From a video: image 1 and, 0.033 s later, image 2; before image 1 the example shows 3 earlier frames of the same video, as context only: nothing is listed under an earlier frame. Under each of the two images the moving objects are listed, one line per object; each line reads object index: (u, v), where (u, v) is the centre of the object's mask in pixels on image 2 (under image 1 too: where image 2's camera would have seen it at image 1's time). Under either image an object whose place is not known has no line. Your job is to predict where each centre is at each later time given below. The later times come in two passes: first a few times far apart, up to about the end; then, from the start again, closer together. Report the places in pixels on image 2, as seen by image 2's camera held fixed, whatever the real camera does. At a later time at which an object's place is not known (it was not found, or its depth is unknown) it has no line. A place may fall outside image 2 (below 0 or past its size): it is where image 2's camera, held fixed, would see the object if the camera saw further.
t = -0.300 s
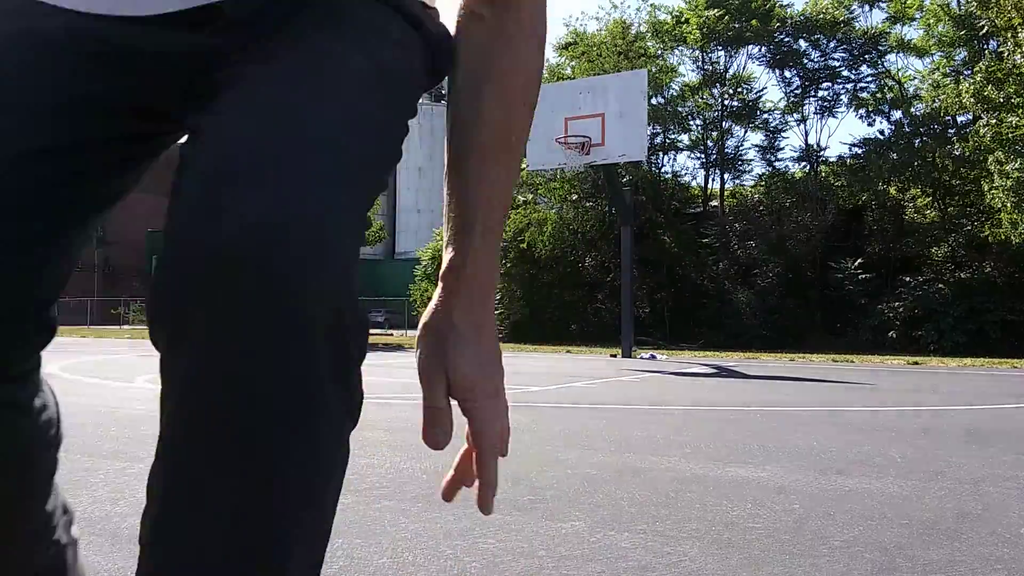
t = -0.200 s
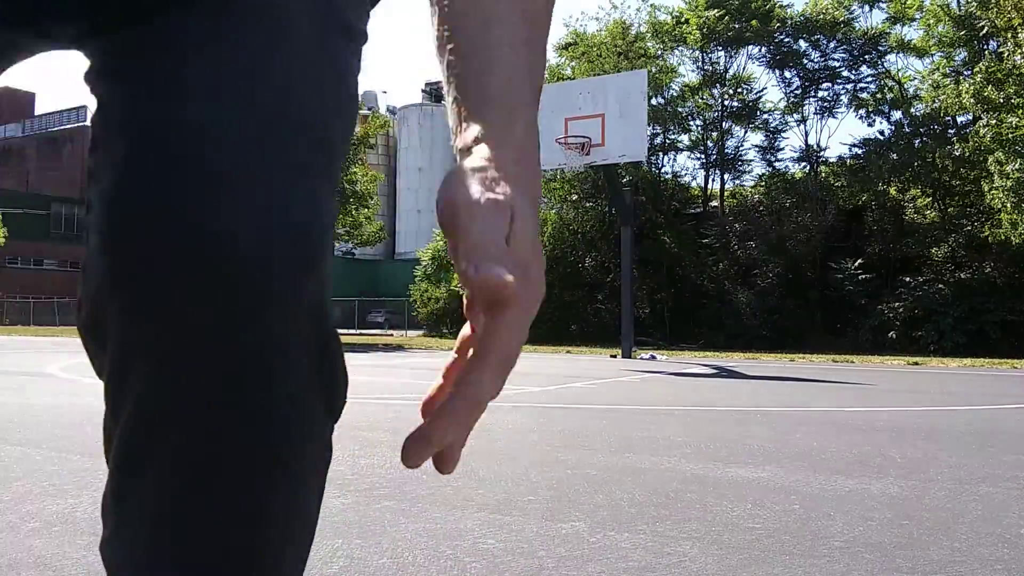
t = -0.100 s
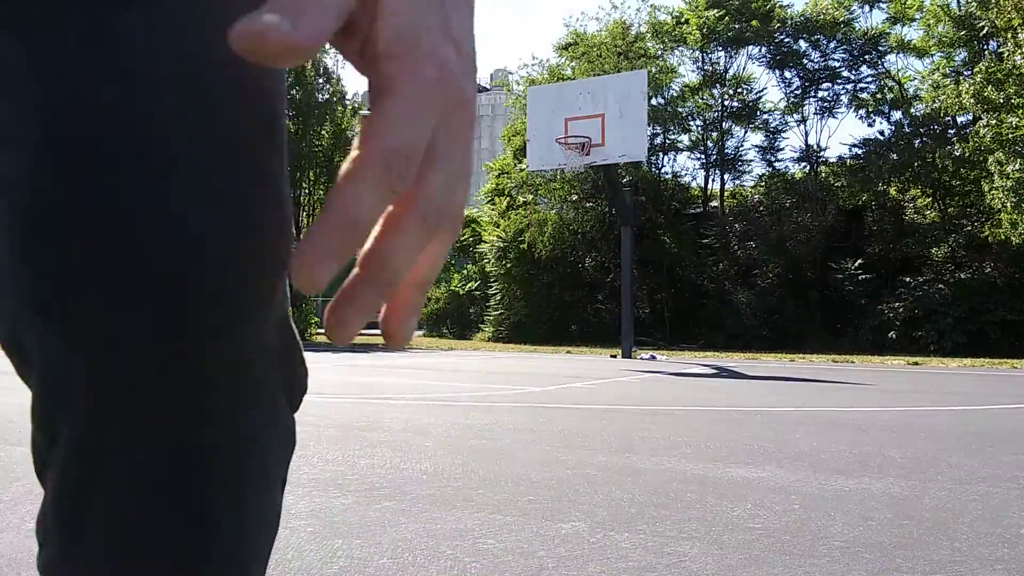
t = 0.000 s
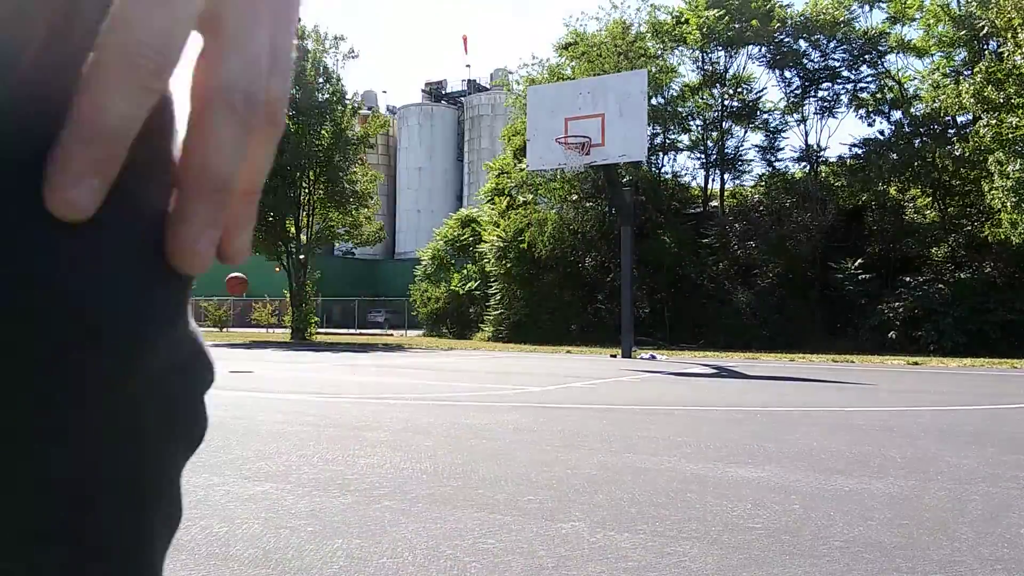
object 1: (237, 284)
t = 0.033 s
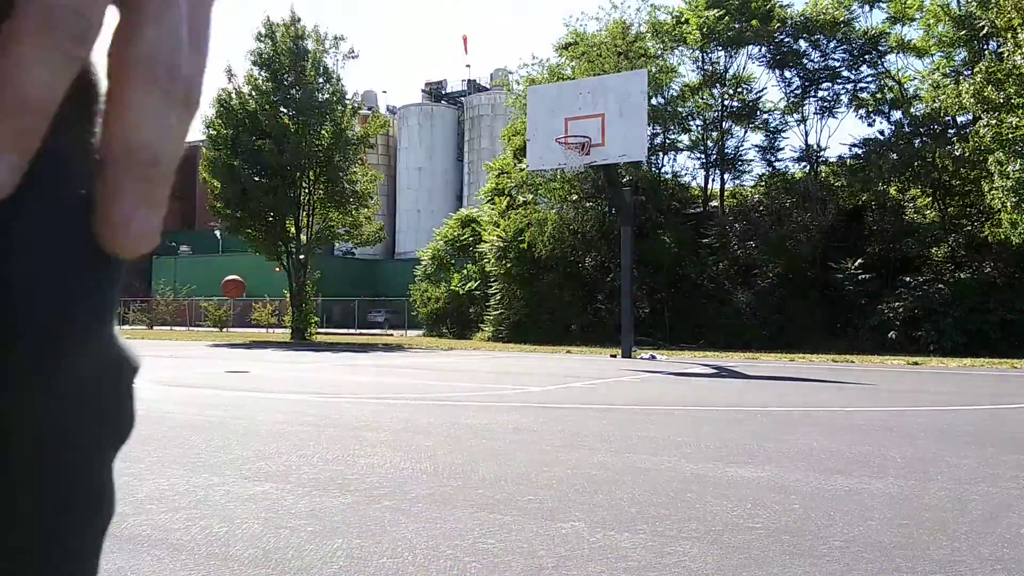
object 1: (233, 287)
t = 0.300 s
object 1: (204, 348)
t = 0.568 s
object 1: (180, 306)
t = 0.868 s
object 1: (150, 318)
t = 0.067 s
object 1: (230, 291)
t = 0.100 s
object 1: (226, 296)
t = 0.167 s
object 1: (219, 309)
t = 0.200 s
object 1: (215, 317)
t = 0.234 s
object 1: (211, 326)
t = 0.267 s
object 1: (208, 336)
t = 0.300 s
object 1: (204, 348)
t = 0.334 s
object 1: (201, 357)
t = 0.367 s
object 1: (197, 346)
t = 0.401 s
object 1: (195, 337)
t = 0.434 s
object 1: (192, 329)
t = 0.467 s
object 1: (189, 321)
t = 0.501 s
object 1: (185, 315)
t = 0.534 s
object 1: (182, 311)
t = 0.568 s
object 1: (180, 306)
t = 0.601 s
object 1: (177, 303)
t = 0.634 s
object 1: (174, 302)
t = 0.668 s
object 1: (171, 301)
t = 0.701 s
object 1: (168, 301)
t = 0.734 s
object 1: (164, 302)
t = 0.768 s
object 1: (161, 304)
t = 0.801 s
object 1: (158, 307)
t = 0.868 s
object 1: (150, 318)
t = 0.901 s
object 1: (147, 325)
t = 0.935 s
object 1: (143, 333)
